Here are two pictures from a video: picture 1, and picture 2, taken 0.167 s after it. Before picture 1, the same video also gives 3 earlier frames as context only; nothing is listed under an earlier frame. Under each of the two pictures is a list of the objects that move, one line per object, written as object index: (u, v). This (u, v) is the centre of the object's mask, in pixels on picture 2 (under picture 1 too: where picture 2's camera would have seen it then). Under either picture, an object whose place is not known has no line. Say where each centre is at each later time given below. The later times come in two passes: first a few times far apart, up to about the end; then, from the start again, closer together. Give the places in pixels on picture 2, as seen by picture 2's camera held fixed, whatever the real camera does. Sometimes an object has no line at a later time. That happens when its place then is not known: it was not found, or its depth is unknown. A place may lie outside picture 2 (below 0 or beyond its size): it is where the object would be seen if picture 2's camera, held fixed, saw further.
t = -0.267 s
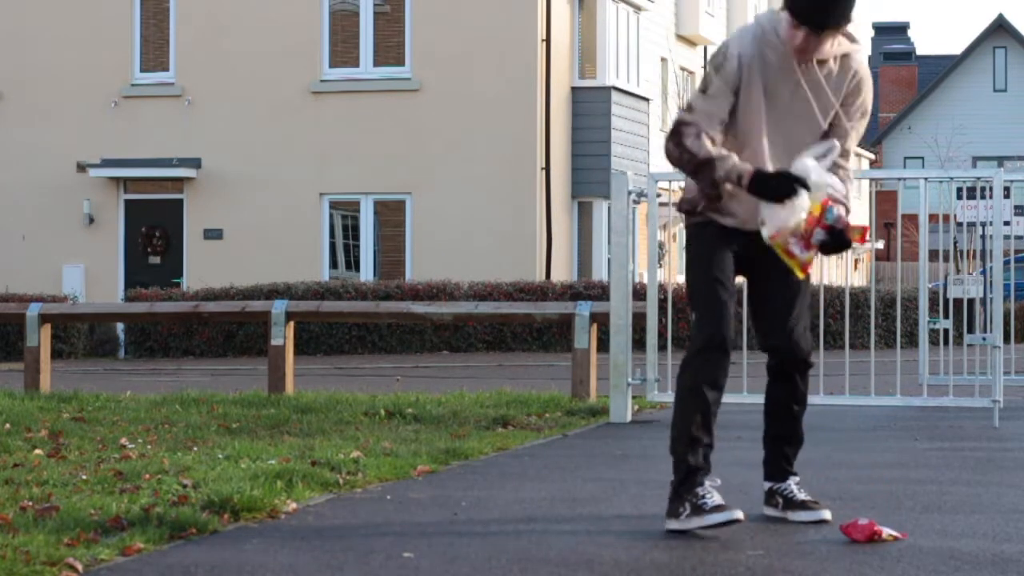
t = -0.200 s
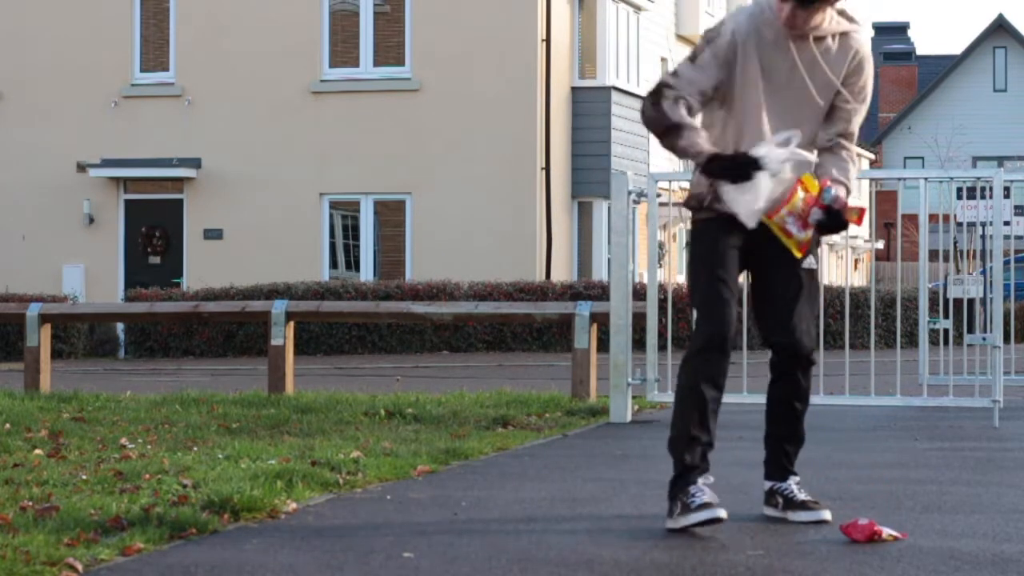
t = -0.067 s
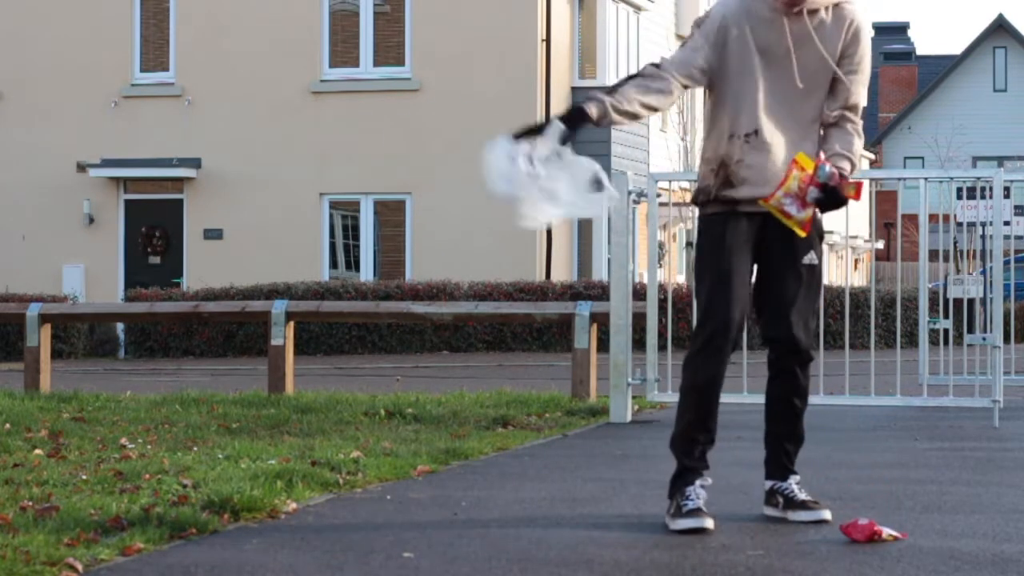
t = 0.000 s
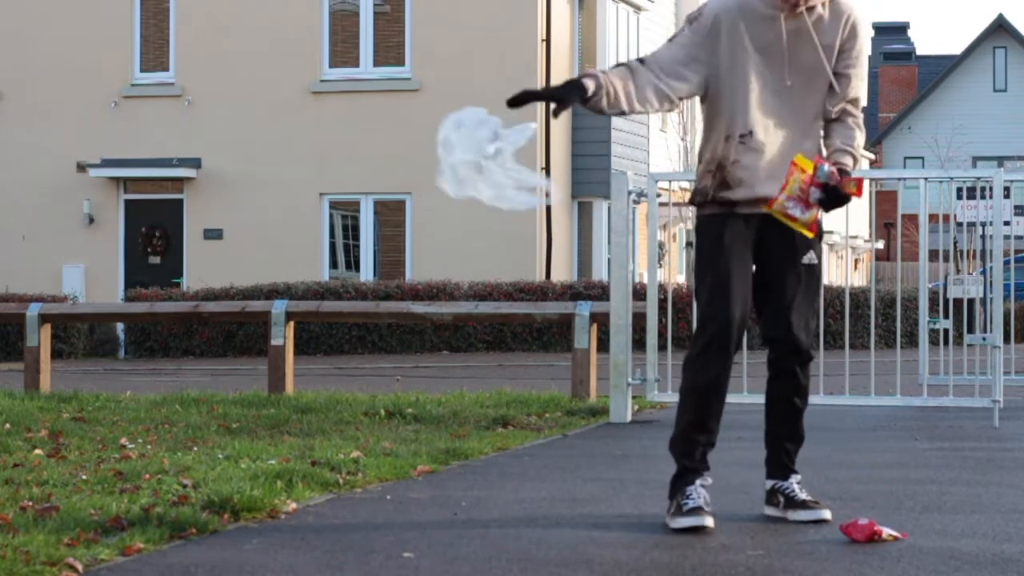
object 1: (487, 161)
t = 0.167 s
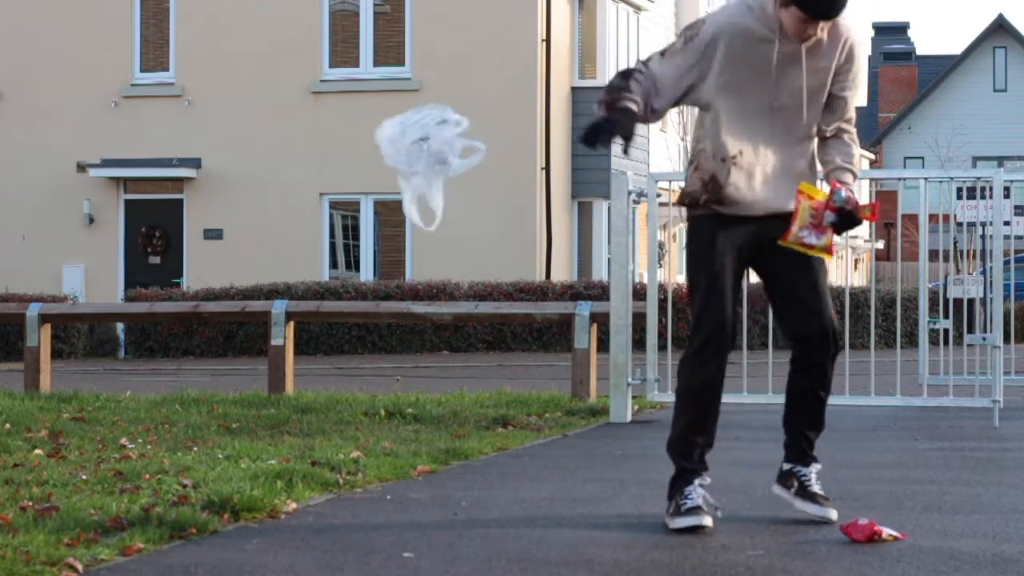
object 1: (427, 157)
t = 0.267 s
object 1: (417, 162)
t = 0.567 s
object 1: (442, 226)
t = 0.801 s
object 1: (504, 305)
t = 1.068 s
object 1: (589, 393)
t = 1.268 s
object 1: (656, 445)
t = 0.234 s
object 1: (420, 158)
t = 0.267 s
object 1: (417, 162)
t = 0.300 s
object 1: (416, 166)
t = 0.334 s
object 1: (416, 171)
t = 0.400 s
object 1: (419, 184)
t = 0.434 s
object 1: (422, 191)
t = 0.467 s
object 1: (426, 199)
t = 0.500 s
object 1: (430, 207)
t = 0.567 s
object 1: (442, 226)
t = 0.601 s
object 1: (449, 237)
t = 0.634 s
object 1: (456, 248)
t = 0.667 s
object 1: (465, 259)
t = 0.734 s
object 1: (483, 283)
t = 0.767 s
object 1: (493, 294)
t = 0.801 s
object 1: (504, 305)
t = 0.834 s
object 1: (515, 315)
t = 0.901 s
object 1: (536, 335)
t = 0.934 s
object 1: (547, 346)
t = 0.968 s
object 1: (557, 357)
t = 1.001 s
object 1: (567, 369)
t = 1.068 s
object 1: (589, 393)
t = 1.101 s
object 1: (600, 404)
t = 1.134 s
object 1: (612, 415)
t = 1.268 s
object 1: (656, 445)
